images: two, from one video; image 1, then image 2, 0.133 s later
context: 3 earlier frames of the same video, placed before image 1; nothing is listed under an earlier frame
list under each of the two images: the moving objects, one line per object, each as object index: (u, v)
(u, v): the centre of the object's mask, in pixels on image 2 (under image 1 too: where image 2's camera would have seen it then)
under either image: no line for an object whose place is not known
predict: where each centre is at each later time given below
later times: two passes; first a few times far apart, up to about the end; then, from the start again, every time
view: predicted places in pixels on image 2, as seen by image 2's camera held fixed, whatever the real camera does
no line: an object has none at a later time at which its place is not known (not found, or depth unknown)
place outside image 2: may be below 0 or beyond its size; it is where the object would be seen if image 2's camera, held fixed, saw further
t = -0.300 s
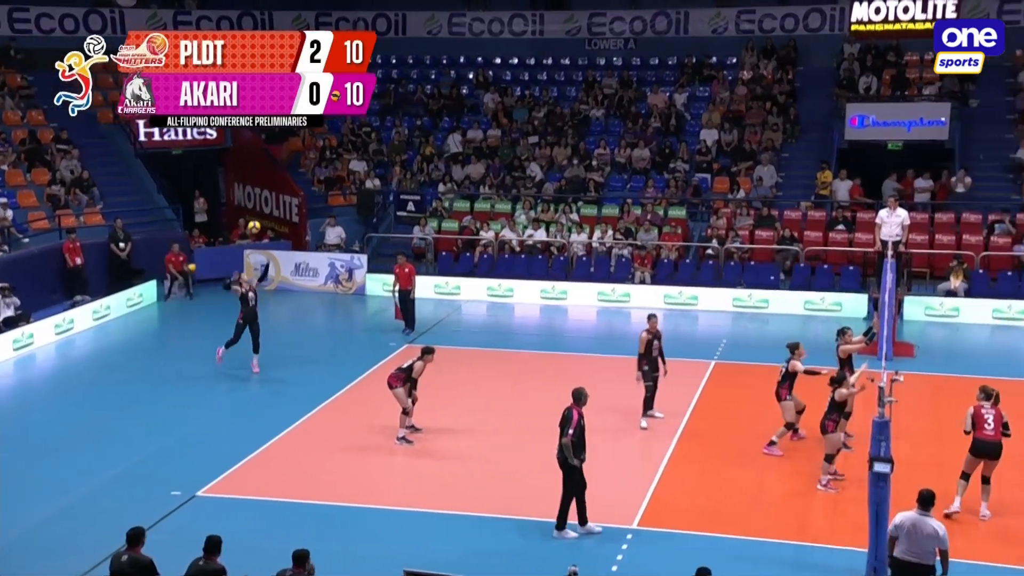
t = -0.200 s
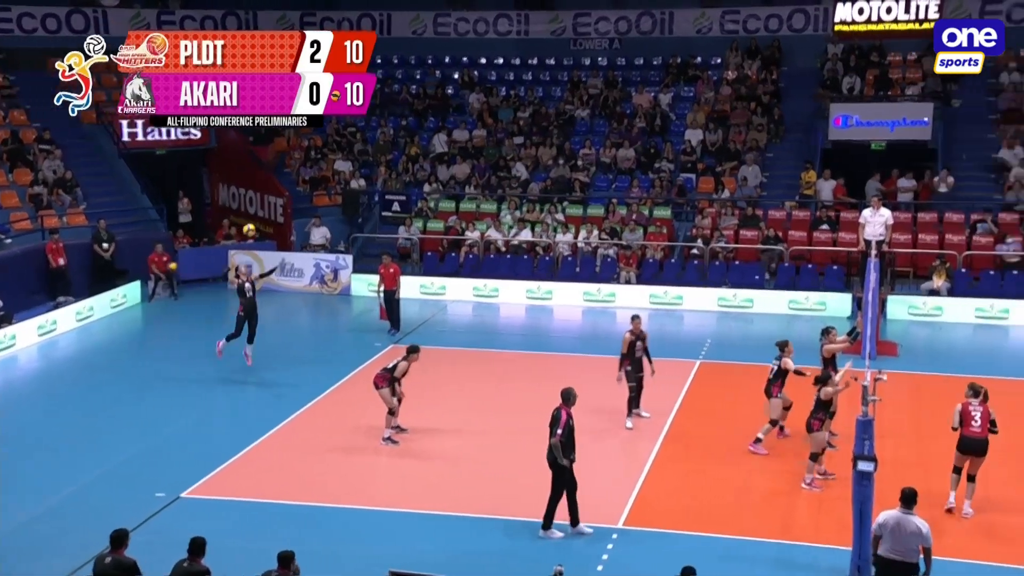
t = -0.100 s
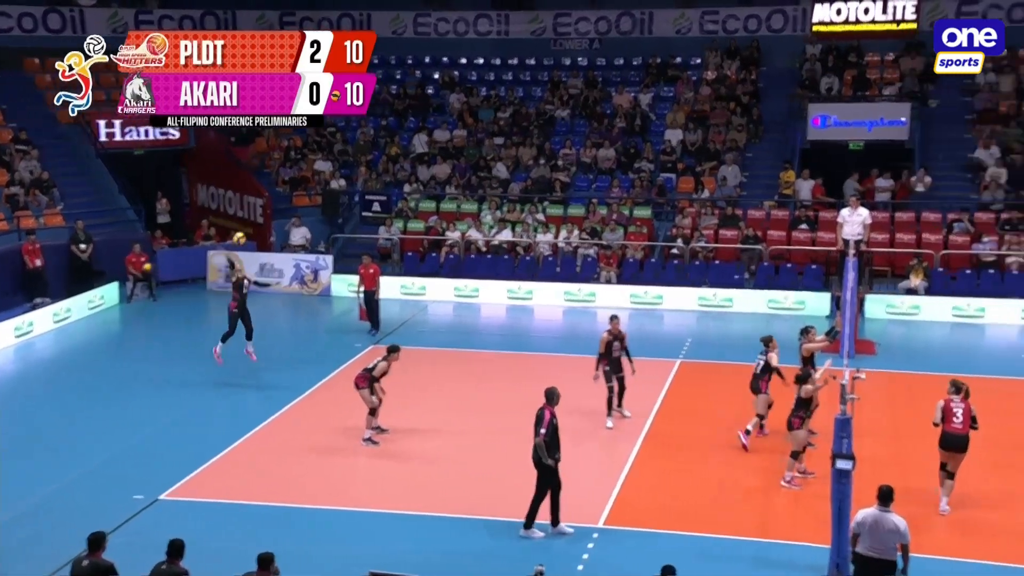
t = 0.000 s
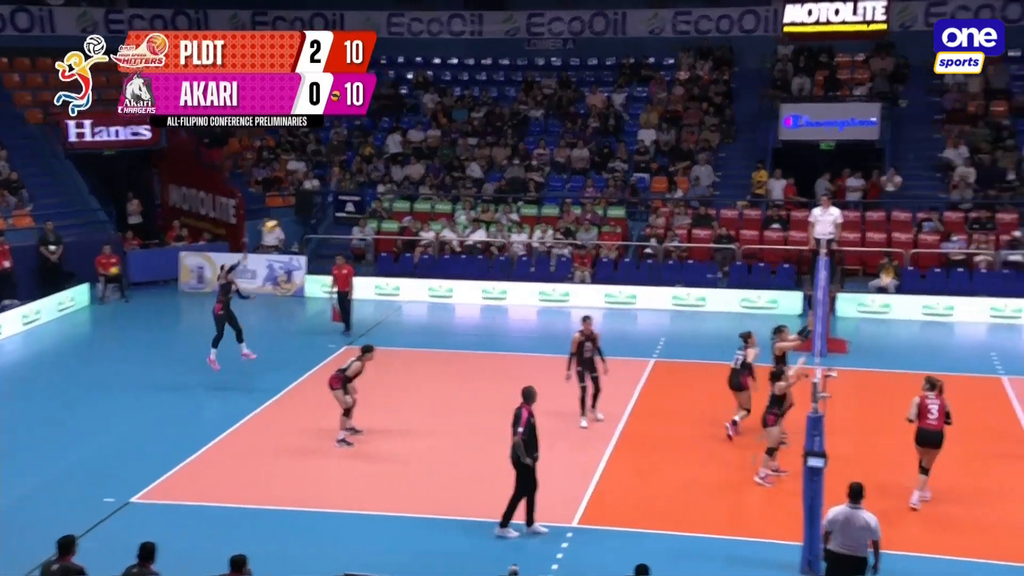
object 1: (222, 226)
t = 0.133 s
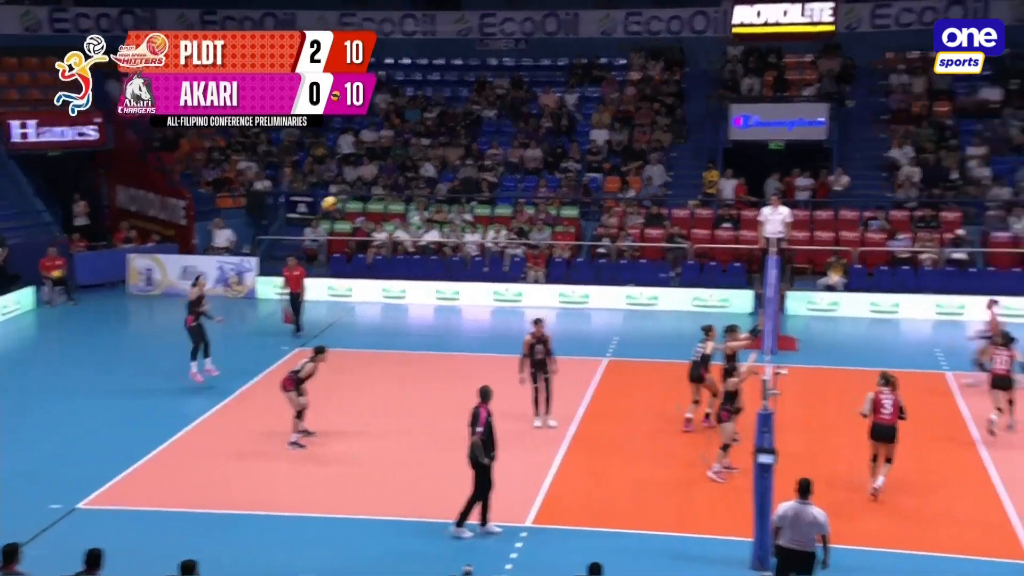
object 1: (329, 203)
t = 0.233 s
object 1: (410, 191)
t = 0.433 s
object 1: (574, 187)
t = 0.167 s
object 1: (356, 198)
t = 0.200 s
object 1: (383, 194)
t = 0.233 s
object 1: (410, 191)
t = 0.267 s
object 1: (437, 189)
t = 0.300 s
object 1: (464, 187)
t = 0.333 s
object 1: (492, 186)
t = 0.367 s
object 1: (519, 186)
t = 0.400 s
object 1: (547, 186)
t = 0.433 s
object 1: (574, 187)
